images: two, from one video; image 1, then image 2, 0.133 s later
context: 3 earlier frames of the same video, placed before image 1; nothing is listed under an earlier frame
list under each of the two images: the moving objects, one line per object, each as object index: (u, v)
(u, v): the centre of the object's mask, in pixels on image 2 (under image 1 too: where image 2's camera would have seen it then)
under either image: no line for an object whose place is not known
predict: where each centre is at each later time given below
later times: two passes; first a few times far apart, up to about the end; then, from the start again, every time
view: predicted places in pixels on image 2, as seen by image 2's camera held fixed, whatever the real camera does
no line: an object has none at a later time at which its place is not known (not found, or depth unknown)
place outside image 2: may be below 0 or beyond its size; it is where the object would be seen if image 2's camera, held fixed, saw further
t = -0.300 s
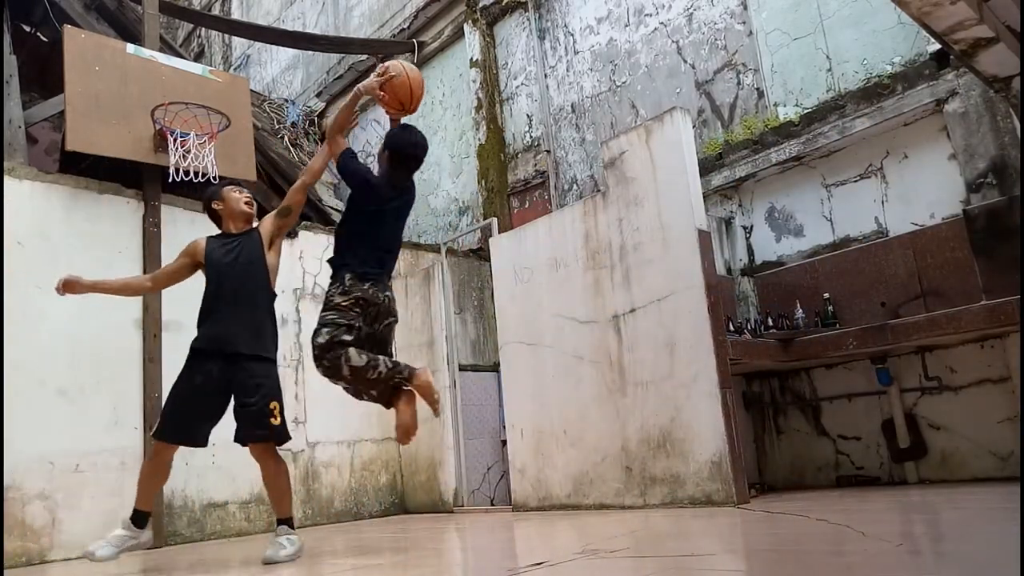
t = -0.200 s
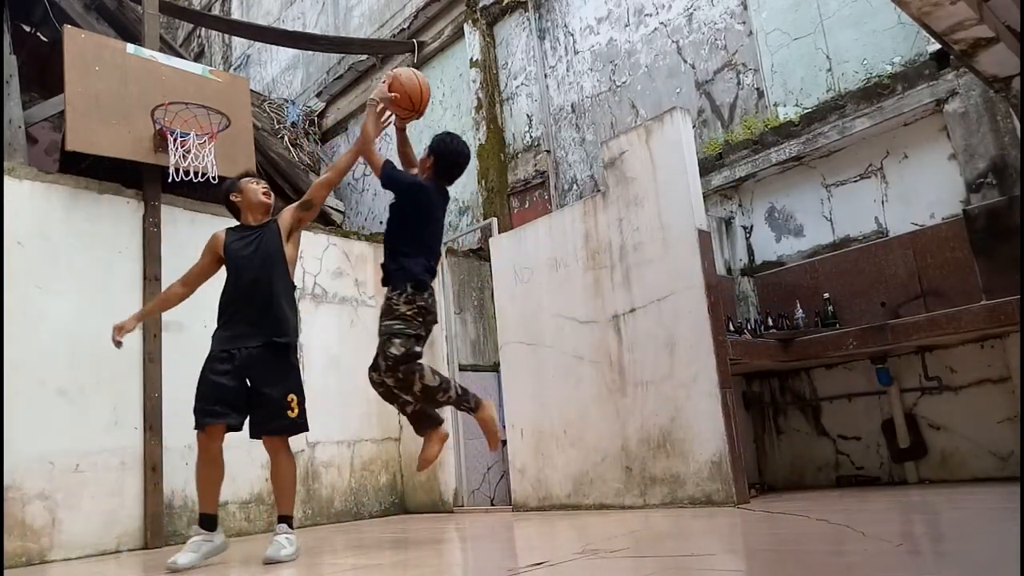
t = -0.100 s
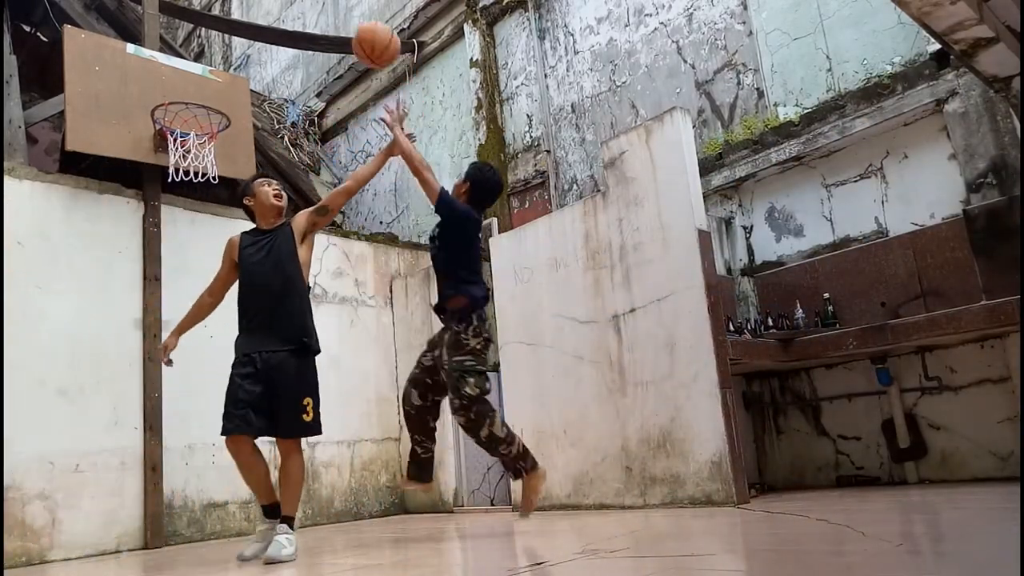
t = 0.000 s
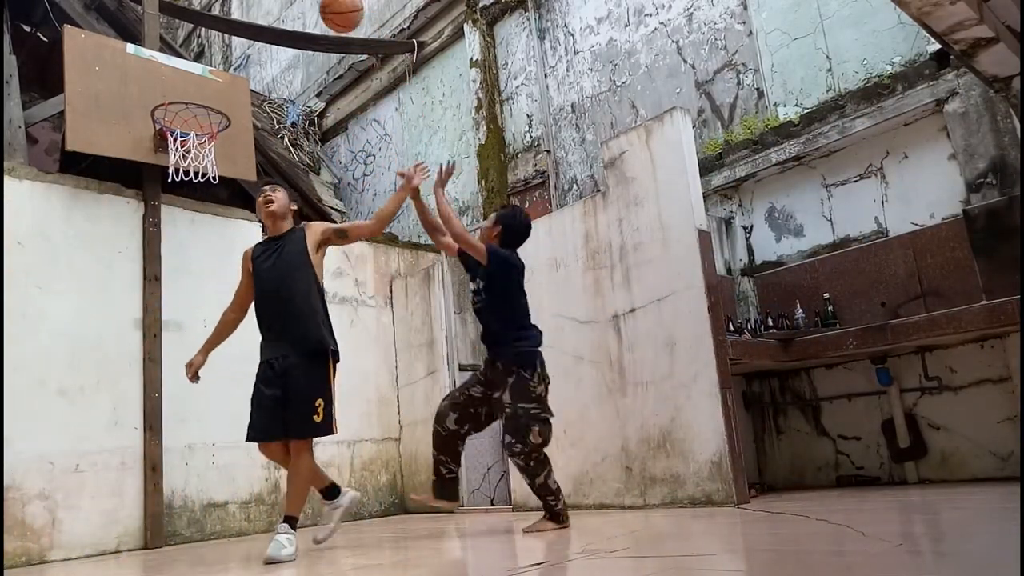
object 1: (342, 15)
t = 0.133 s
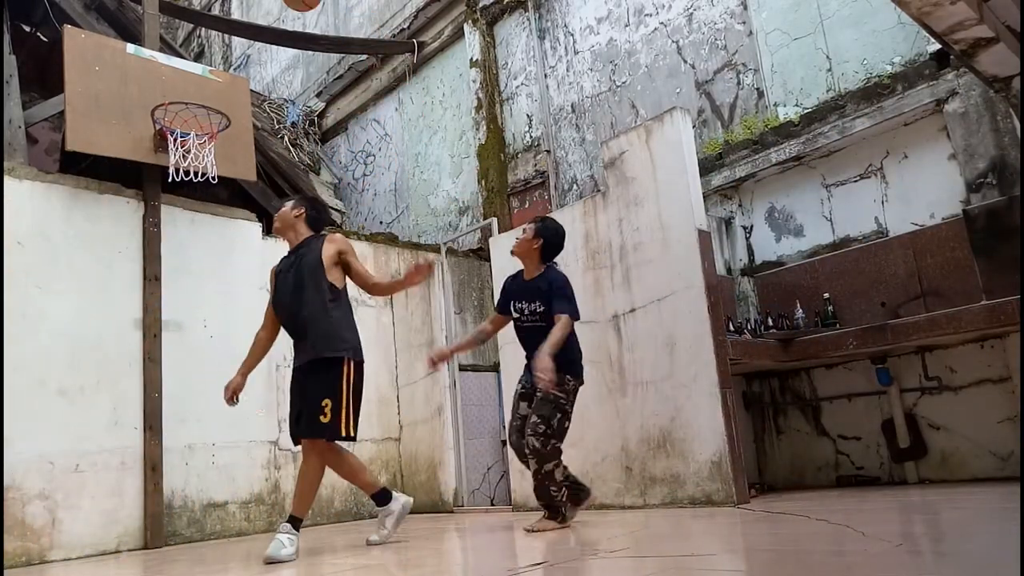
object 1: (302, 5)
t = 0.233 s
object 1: (276, 6)
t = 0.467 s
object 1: (221, 54)
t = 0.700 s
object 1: (186, 121)
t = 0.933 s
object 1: (181, 208)
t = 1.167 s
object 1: (174, 376)
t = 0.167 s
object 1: (293, 5)
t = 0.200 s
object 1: (285, 5)
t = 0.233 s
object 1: (276, 6)
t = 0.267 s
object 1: (268, 8)
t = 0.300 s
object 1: (259, 10)
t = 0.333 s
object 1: (251, 14)
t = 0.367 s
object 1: (243, 19)
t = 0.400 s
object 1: (235, 29)
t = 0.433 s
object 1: (228, 41)
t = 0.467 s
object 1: (221, 54)
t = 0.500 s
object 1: (213, 68)
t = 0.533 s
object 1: (206, 85)
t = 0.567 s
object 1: (199, 100)
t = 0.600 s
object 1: (192, 122)
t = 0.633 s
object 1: (189, 122)
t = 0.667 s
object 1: (180, 119)
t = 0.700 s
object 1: (186, 121)
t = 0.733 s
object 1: (184, 129)
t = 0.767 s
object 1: (181, 136)
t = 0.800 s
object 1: (185, 155)
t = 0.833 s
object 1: (183, 166)
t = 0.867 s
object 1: (182, 177)
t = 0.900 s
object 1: (181, 191)
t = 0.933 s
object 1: (181, 208)
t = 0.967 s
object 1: (179, 227)
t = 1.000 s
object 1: (179, 247)
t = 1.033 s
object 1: (178, 269)
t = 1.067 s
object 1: (177, 293)
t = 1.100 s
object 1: (176, 319)
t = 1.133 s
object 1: (175, 346)
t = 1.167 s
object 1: (174, 376)
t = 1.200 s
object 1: (175, 406)
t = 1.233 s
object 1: (179, 436)
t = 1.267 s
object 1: (183, 469)
